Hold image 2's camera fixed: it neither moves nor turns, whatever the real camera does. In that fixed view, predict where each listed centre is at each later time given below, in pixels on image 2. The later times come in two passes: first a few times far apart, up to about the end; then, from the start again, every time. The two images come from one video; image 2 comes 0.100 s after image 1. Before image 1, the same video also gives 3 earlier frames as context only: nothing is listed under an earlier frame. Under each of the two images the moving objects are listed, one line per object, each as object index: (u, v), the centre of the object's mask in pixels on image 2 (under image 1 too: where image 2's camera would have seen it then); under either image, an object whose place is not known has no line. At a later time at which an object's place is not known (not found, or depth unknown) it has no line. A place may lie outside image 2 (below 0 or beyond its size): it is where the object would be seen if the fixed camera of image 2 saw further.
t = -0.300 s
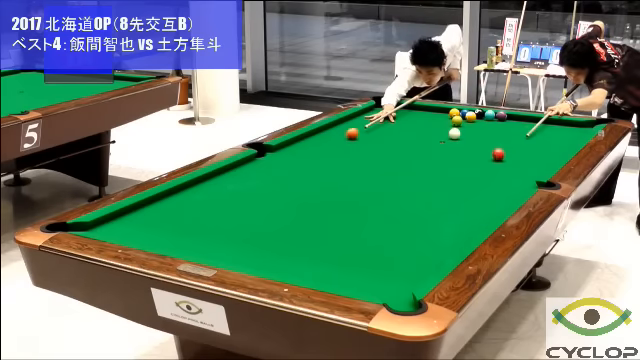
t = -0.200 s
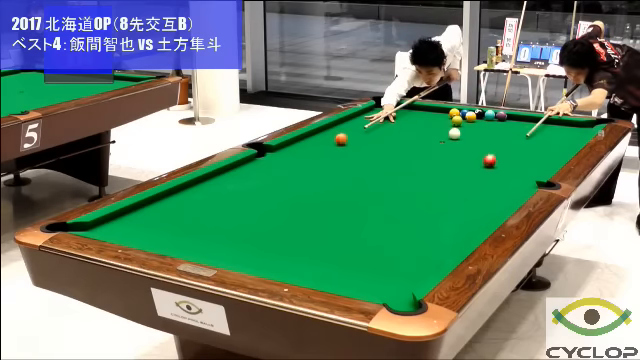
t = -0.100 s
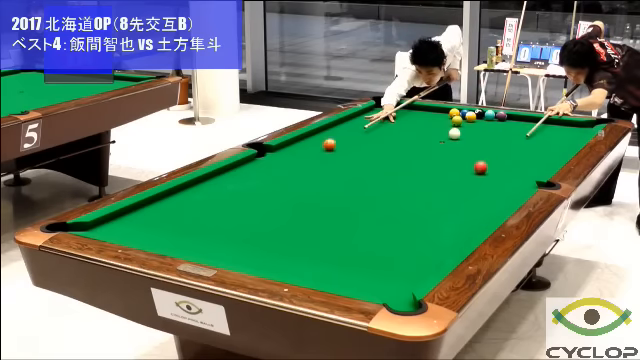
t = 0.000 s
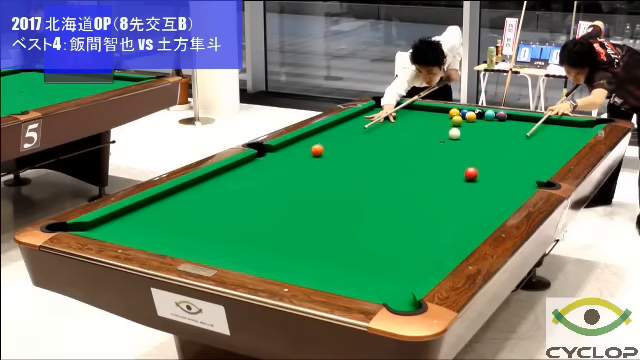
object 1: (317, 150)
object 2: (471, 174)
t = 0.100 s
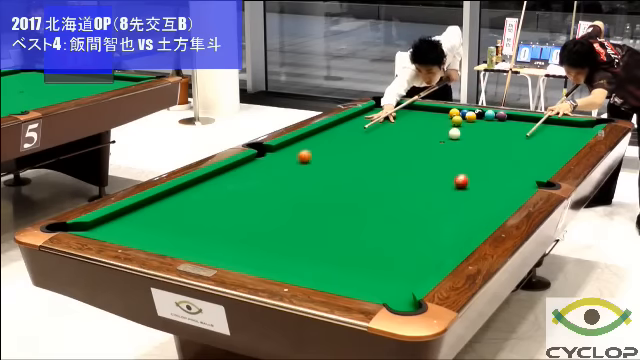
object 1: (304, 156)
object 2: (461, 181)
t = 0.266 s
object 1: (282, 167)
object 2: (443, 195)
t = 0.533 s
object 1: (242, 187)
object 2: (410, 217)
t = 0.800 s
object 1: (197, 208)
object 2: (373, 245)
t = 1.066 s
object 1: (146, 232)
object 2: (330, 275)
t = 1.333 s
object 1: (155, 229)
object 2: (343, 267)
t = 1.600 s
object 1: (184, 216)
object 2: (366, 251)
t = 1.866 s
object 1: (211, 204)
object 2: (386, 236)
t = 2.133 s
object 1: (234, 194)
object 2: (404, 223)
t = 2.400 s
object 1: (254, 184)
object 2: (420, 212)
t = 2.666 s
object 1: (273, 175)
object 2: (434, 202)
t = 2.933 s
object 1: (290, 167)
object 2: (447, 193)
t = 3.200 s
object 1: (305, 161)
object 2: (459, 185)
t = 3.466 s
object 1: (319, 154)
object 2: (469, 178)
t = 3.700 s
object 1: (330, 149)
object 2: (478, 172)
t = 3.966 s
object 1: (341, 144)
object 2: (487, 165)
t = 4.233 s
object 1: (352, 139)
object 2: (494, 160)
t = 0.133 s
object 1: (300, 159)
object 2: (457, 184)
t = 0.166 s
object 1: (296, 161)
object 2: (454, 187)
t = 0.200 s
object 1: (291, 163)
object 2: (450, 190)
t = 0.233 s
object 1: (286, 165)
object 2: (446, 192)
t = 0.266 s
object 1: (282, 167)
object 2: (443, 195)
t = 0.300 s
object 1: (277, 170)
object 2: (439, 197)
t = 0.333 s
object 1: (272, 172)
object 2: (435, 200)
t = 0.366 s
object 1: (267, 174)
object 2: (431, 203)
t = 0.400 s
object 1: (262, 177)
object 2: (427, 206)
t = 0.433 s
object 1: (257, 179)
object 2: (423, 209)
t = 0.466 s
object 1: (253, 182)
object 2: (419, 212)
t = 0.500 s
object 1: (247, 184)
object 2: (415, 215)
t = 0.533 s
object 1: (242, 187)
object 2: (410, 217)
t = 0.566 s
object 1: (237, 189)
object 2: (406, 221)
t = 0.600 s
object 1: (231, 192)
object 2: (402, 224)
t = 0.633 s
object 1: (226, 194)
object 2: (397, 227)
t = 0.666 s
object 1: (220, 197)
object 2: (392, 231)
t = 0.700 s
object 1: (214, 200)
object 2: (388, 234)
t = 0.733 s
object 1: (208, 202)
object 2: (383, 238)
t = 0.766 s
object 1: (203, 205)
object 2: (378, 241)
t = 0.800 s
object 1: (197, 208)
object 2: (373, 245)
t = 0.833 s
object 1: (191, 211)
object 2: (368, 248)
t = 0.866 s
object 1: (185, 214)
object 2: (363, 252)
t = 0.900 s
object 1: (178, 217)
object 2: (357, 256)
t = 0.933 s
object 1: (172, 220)
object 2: (352, 259)
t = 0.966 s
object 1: (166, 223)
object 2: (346, 264)
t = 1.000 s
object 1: (159, 226)
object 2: (341, 267)
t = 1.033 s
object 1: (152, 229)
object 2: (335, 271)
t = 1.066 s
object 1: (146, 232)
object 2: (330, 275)
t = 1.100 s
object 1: (139, 235)
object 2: (324, 277)
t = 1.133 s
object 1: (132, 237)
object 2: (321, 279)
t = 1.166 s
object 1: (132, 237)
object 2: (325, 278)
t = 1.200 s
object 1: (137, 236)
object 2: (329, 276)
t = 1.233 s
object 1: (142, 235)
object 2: (333, 274)
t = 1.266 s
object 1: (147, 233)
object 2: (336, 271)
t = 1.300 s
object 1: (151, 231)
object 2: (339, 269)
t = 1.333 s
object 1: (155, 229)
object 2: (343, 267)
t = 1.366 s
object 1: (159, 227)
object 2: (345, 265)
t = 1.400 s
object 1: (162, 225)
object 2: (349, 263)
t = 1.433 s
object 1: (166, 224)
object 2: (352, 261)
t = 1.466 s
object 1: (170, 222)
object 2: (355, 259)
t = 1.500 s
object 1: (174, 221)
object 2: (358, 257)
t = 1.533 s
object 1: (177, 219)
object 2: (360, 254)
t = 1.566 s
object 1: (181, 217)
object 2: (363, 253)
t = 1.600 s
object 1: (184, 216)
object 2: (366, 251)
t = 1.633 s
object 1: (188, 214)
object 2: (368, 249)
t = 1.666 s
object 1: (191, 212)
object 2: (371, 247)
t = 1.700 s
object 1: (194, 211)
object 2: (374, 245)
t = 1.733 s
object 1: (197, 209)
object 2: (376, 243)
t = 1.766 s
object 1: (201, 208)
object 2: (379, 241)
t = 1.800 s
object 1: (204, 207)
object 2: (381, 239)
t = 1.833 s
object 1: (207, 205)
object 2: (384, 238)
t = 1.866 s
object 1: (211, 204)
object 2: (386, 236)
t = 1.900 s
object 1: (214, 202)
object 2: (388, 234)
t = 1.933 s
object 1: (216, 201)
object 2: (391, 232)
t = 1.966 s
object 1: (219, 200)
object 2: (393, 231)
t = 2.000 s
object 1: (222, 198)
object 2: (395, 229)
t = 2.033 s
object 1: (225, 197)
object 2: (398, 228)
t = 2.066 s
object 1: (228, 196)
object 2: (400, 226)
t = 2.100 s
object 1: (231, 194)
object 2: (402, 225)
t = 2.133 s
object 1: (234, 194)
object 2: (404, 223)
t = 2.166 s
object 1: (237, 192)
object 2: (406, 222)
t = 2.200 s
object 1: (239, 191)
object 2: (408, 220)
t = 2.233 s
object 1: (242, 190)
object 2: (410, 219)
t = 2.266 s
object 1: (245, 188)
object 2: (412, 217)
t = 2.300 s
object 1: (247, 187)
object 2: (414, 216)
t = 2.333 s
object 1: (249, 186)
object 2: (416, 215)
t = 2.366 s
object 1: (252, 185)
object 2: (418, 213)
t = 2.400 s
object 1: (254, 184)
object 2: (420, 212)
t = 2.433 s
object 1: (257, 183)
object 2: (422, 210)
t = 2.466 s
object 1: (259, 181)
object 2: (424, 209)
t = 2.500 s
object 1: (262, 180)
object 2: (425, 208)
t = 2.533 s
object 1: (264, 179)
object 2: (427, 207)
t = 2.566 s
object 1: (267, 178)
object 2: (429, 205)
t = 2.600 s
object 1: (269, 177)
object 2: (431, 204)
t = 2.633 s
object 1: (271, 176)
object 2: (433, 203)
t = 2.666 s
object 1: (273, 175)
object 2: (434, 202)
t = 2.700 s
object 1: (275, 174)
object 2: (436, 201)
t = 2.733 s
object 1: (278, 173)
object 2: (437, 199)
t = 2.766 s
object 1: (280, 172)
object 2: (439, 198)
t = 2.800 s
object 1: (282, 171)
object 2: (441, 197)
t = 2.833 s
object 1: (284, 170)
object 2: (443, 196)
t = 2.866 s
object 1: (286, 169)
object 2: (444, 195)
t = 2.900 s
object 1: (288, 168)
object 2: (445, 194)
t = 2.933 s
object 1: (290, 167)
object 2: (447, 193)
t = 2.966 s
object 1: (292, 167)
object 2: (449, 192)
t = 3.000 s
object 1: (294, 166)
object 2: (450, 191)
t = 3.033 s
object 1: (296, 165)
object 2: (452, 190)
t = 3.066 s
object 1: (298, 164)
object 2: (453, 189)
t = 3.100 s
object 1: (300, 163)
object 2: (455, 187)
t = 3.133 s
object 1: (301, 162)
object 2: (456, 186)
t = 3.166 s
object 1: (303, 162)
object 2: (457, 186)
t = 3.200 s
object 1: (305, 161)
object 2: (459, 185)
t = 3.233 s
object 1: (307, 160)
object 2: (460, 184)
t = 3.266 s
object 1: (309, 159)
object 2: (461, 183)
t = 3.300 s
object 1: (311, 158)
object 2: (463, 182)
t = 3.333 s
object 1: (312, 157)
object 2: (464, 181)
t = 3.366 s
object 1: (314, 157)
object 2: (465, 180)
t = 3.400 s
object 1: (315, 156)
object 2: (467, 179)
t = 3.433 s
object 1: (317, 155)
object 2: (468, 179)
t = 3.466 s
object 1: (319, 154)
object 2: (469, 178)
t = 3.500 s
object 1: (320, 154)
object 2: (470, 176)
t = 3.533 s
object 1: (322, 153)
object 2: (472, 176)
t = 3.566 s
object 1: (324, 152)
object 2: (473, 175)
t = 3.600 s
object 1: (325, 151)
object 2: (474, 174)
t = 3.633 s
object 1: (327, 151)
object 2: (475, 173)
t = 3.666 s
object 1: (328, 150)
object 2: (477, 173)
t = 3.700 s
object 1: (330, 149)
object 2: (478, 172)
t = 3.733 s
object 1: (331, 149)
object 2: (479, 171)
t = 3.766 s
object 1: (333, 148)
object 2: (480, 170)
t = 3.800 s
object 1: (334, 147)
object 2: (481, 169)
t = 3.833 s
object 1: (336, 147)
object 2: (482, 169)
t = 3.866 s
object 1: (337, 146)
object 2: (483, 168)
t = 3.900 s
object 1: (338, 145)
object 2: (484, 167)
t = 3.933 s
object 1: (340, 145)
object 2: (486, 166)
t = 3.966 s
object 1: (341, 144)
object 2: (487, 165)
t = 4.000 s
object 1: (343, 143)
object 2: (487, 165)
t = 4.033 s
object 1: (344, 143)
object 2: (489, 164)
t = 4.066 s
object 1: (345, 142)
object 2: (490, 163)
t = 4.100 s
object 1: (347, 142)
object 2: (491, 163)
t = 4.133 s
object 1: (348, 141)
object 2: (491, 162)
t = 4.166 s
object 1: (349, 140)
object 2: (493, 161)
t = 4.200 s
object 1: (350, 140)
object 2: (494, 160)
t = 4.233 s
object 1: (352, 139)
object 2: (494, 160)
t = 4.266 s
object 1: (353, 139)
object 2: (495, 160)
